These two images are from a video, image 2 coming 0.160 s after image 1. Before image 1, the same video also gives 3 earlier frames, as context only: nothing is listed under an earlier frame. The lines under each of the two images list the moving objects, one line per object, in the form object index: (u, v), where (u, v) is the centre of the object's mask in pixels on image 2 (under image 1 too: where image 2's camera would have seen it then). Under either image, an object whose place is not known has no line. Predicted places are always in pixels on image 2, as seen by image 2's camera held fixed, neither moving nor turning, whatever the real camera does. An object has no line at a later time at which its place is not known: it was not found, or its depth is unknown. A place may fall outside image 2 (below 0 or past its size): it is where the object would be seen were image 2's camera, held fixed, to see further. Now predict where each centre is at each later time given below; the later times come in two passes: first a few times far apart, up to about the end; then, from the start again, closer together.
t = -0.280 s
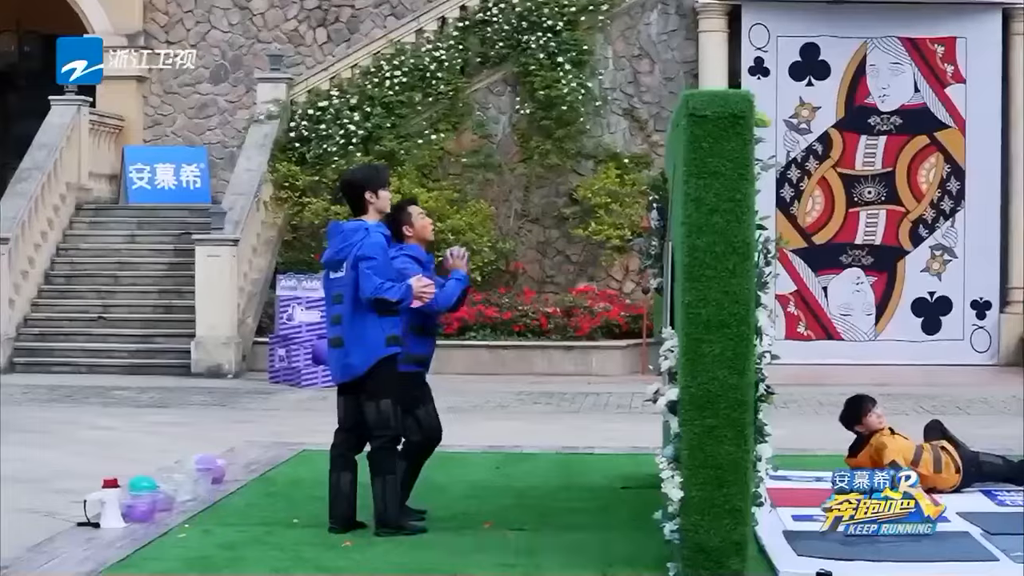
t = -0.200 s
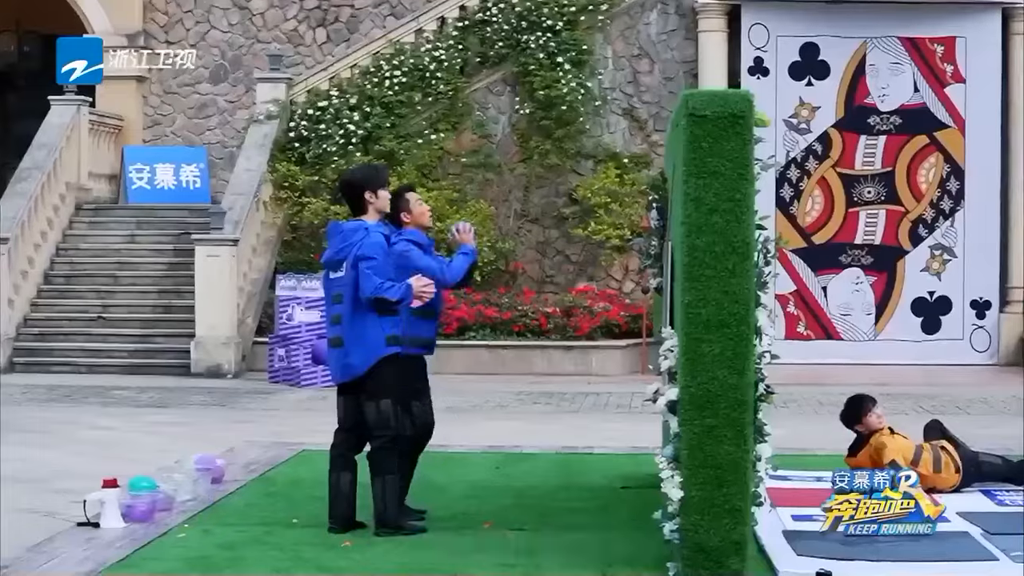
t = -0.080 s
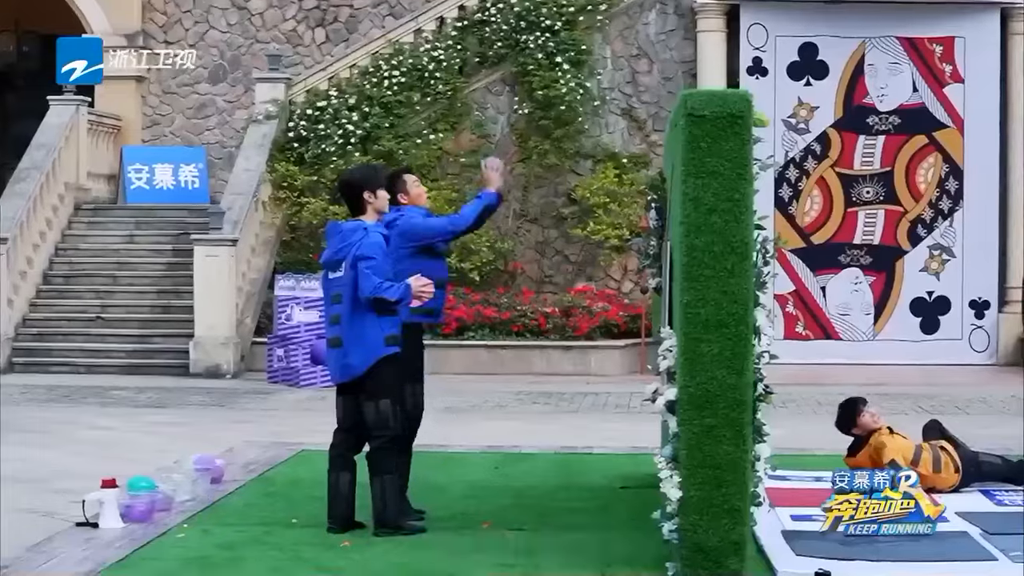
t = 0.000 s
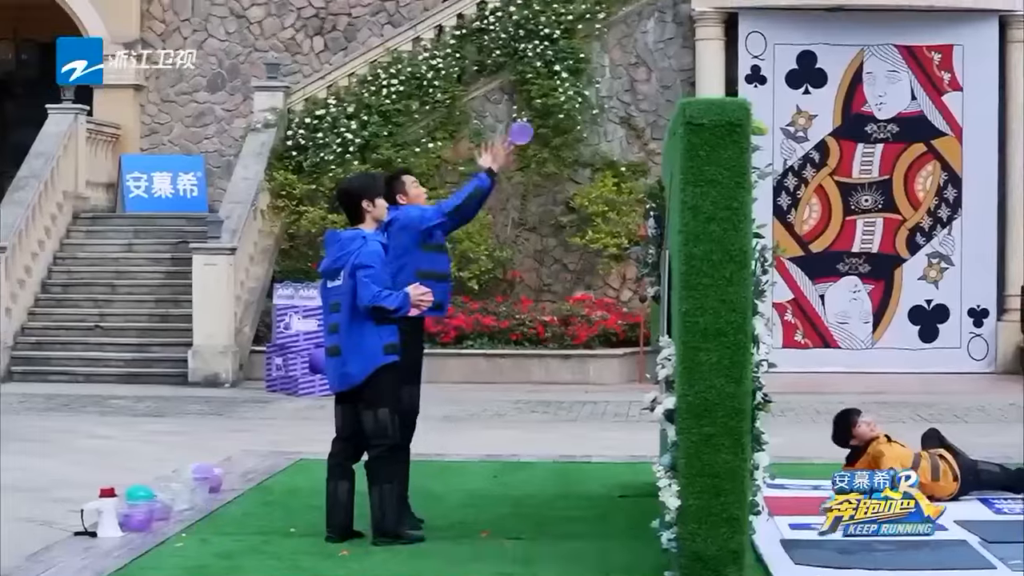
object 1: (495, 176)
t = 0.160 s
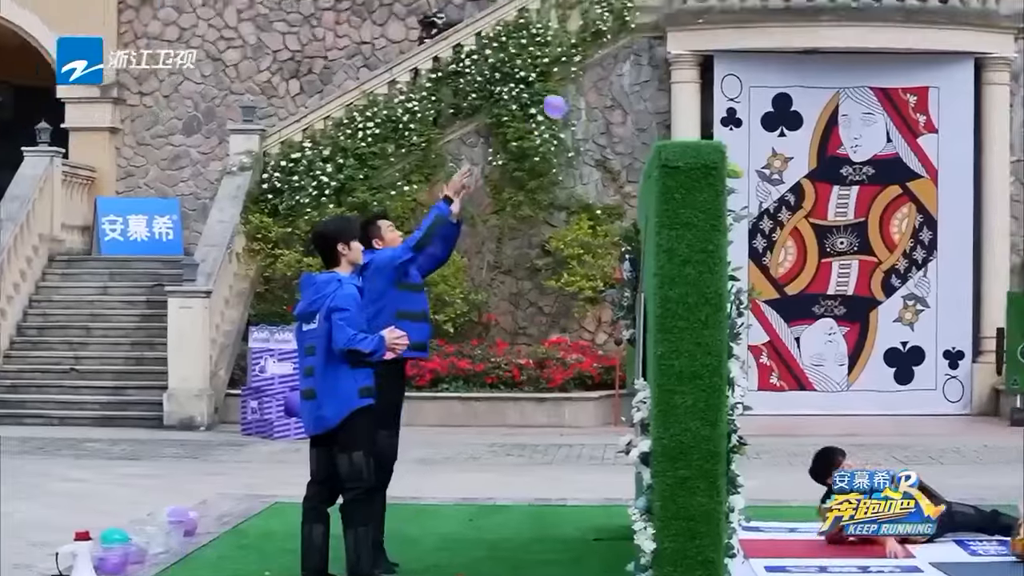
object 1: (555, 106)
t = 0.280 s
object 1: (599, 73)
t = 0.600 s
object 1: (717, 60)
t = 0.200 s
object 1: (570, 94)
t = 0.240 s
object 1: (584, 82)
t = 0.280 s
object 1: (599, 73)
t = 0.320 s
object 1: (614, 65)
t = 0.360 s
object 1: (628, 61)
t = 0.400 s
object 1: (642, 55)
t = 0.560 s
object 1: (702, 57)
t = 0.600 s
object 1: (717, 60)
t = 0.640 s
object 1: (732, 66)
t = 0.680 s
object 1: (746, 74)
